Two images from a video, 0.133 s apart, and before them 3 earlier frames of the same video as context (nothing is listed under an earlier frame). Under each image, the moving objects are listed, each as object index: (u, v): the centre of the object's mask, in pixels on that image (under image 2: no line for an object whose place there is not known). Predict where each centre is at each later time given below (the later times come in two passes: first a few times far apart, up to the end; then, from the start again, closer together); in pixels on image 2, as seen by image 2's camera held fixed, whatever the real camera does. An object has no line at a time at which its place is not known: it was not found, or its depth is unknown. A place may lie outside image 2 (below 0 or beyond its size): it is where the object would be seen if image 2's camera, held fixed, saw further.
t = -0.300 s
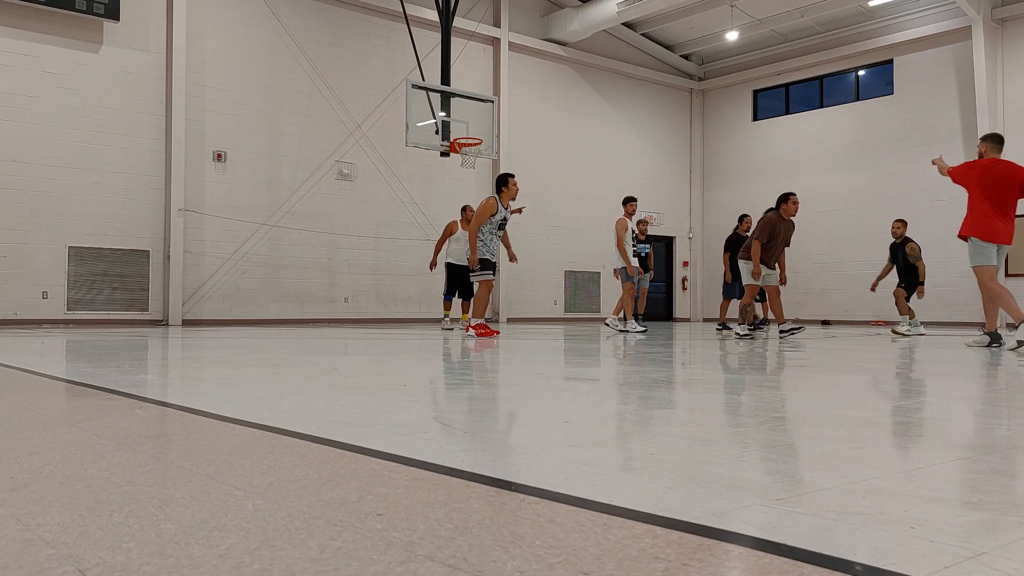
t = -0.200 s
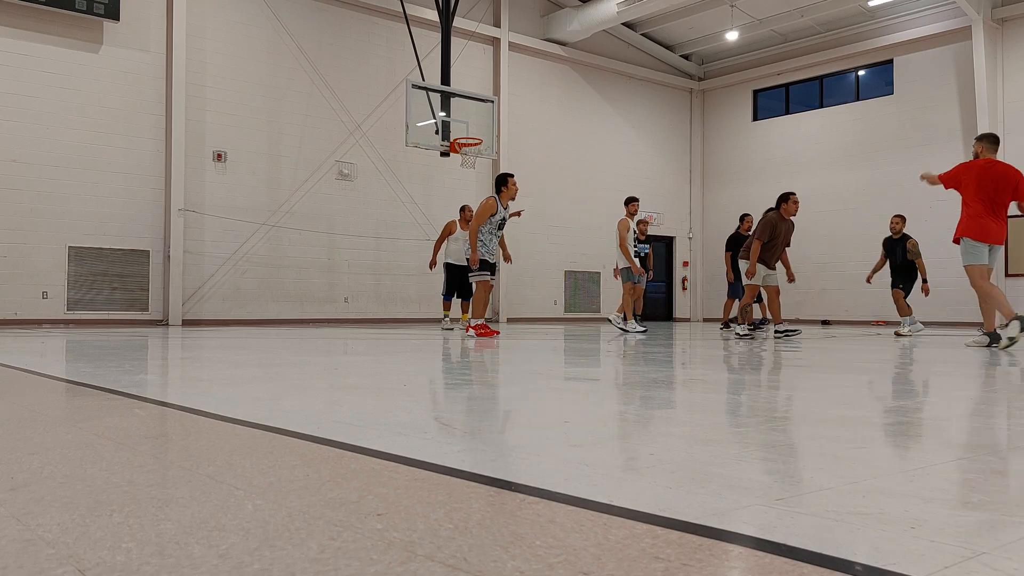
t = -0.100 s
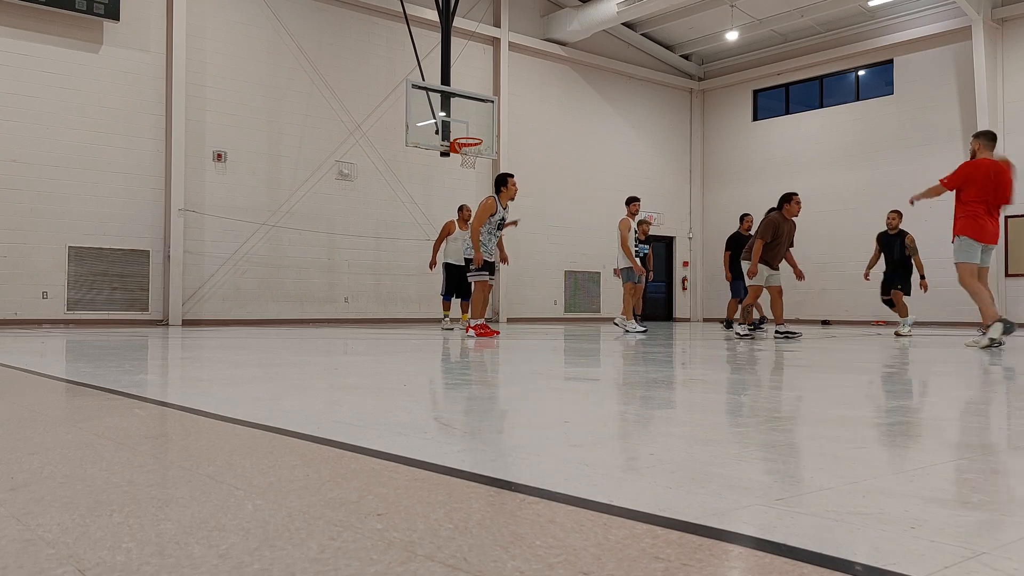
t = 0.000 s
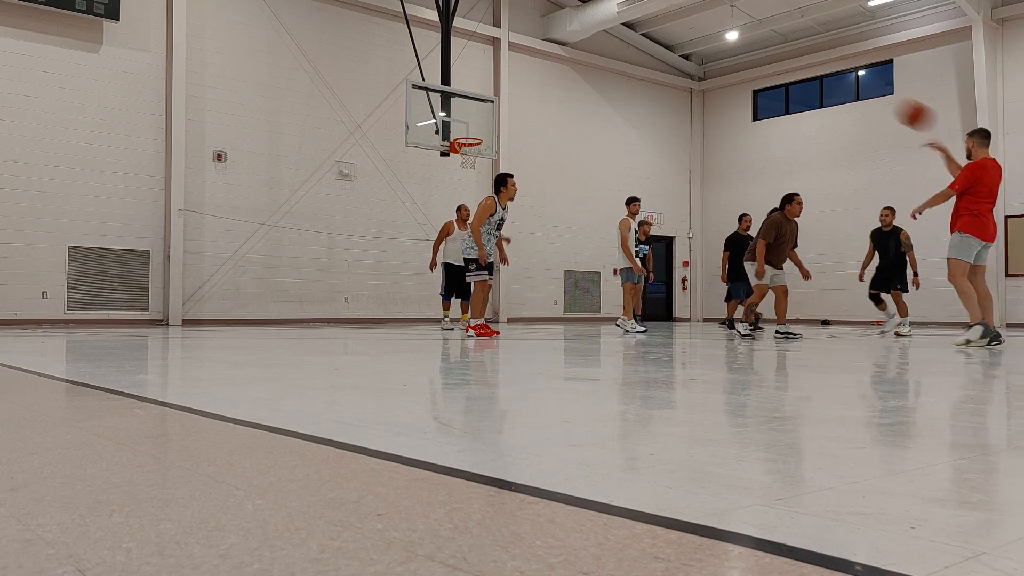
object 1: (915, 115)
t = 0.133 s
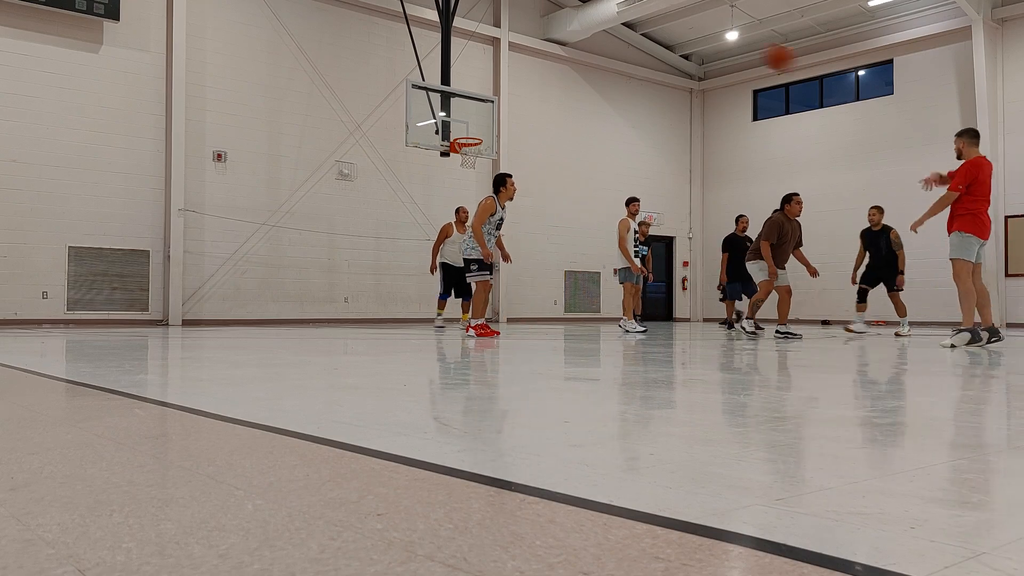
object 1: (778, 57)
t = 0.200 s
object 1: (713, 37)
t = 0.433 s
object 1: (512, 7)
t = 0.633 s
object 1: (354, 15)
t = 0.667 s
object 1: (330, 20)
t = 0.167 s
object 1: (747, 47)
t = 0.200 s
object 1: (713, 37)
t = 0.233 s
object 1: (682, 29)
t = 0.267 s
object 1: (653, 21)
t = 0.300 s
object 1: (624, 16)
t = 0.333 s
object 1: (593, 11)
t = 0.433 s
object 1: (512, 7)
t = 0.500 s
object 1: (456, 7)
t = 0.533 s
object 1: (431, 7)
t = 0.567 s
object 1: (405, 9)
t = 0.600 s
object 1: (378, 11)
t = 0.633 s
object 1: (354, 15)
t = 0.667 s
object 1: (330, 20)
